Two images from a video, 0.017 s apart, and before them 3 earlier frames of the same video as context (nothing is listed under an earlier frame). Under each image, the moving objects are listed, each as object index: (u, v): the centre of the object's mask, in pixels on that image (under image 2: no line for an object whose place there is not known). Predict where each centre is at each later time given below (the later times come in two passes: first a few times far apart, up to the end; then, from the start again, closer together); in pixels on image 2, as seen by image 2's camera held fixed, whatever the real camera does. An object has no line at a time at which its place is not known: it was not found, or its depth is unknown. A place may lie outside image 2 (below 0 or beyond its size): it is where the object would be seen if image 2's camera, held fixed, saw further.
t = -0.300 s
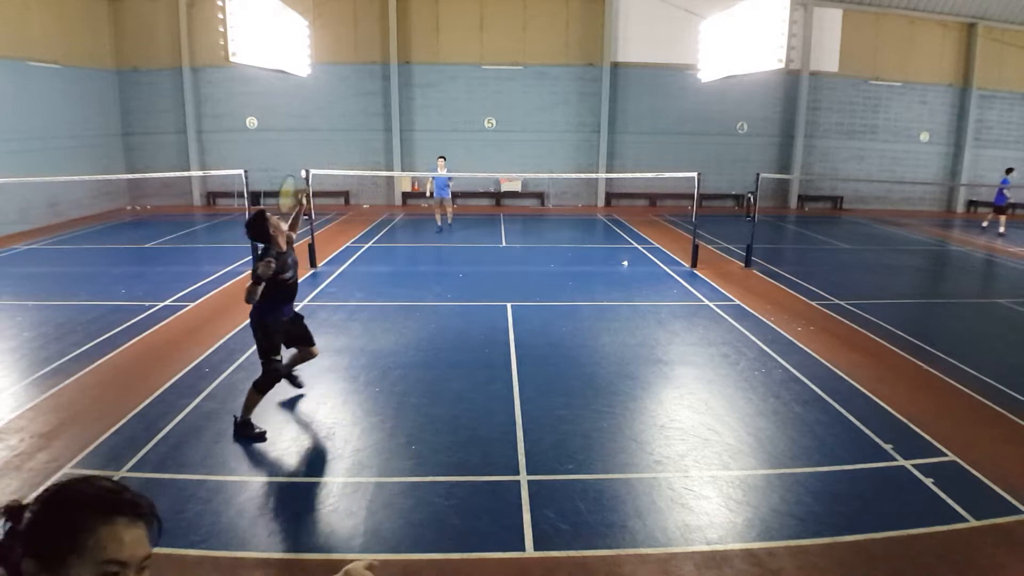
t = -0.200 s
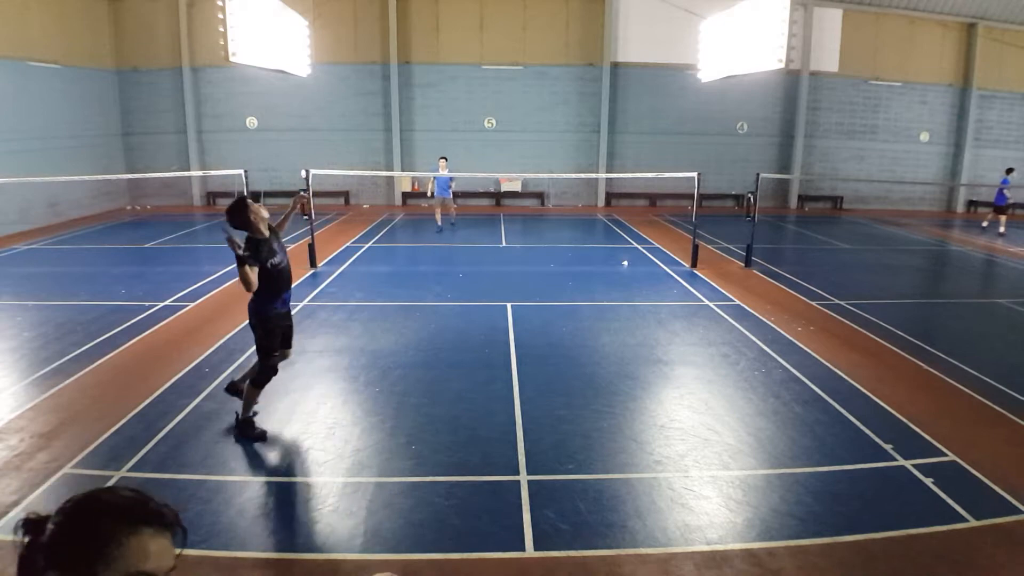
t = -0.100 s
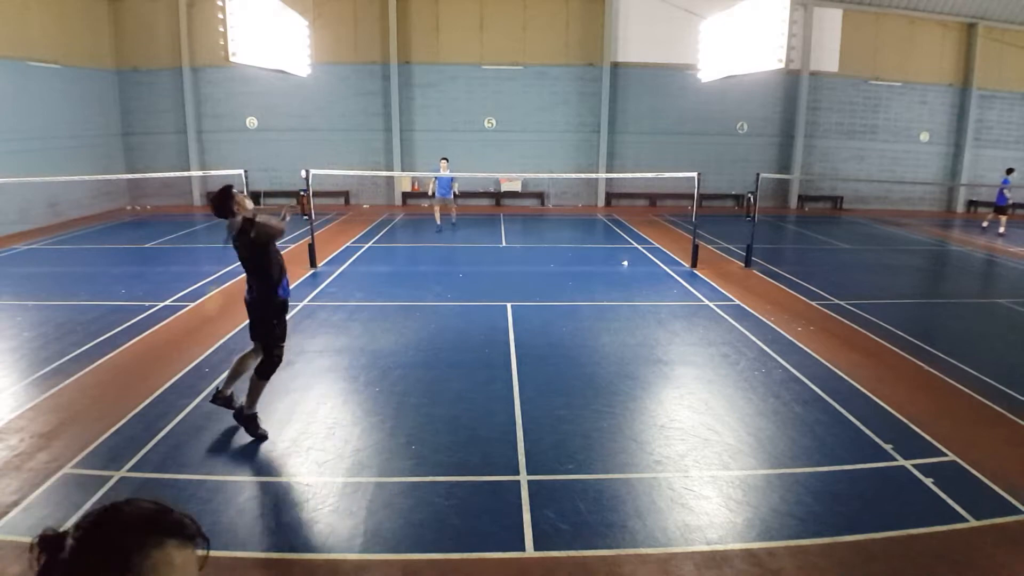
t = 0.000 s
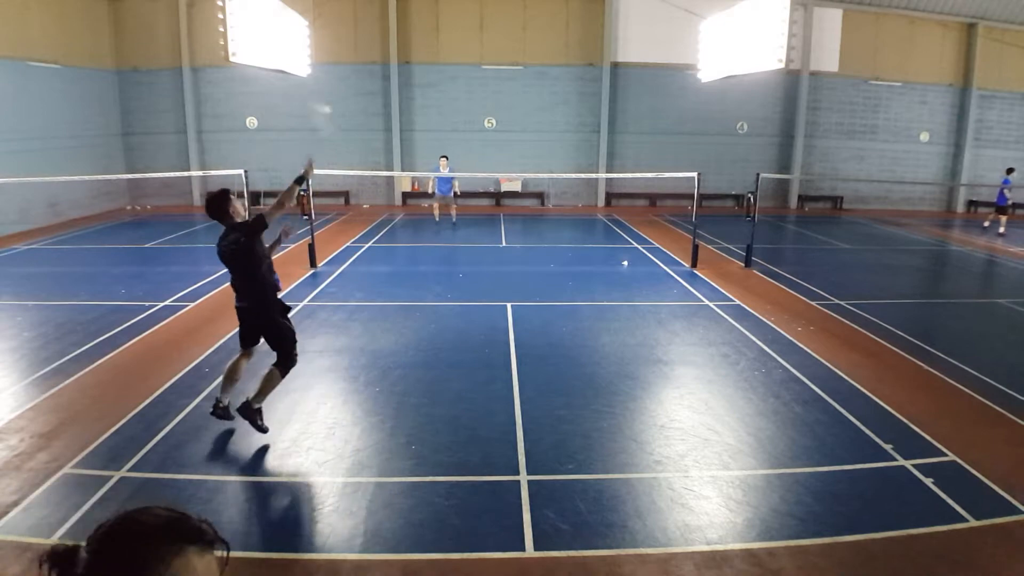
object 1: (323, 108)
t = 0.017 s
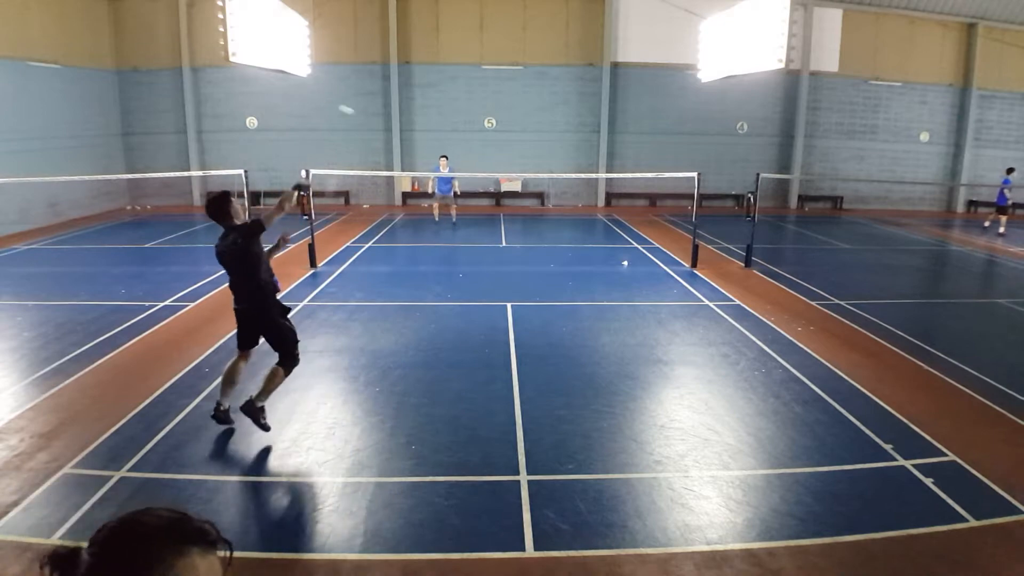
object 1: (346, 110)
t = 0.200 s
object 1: (412, 142)
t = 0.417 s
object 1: (428, 161)
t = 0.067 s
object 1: (381, 125)
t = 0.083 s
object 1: (388, 127)
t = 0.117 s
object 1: (397, 133)
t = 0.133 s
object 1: (402, 135)
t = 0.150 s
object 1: (405, 136)
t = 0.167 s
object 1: (407, 138)
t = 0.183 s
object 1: (410, 140)
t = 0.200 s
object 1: (412, 142)
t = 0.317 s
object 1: (423, 152)
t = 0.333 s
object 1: (424, 154)
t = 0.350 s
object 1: (425, 156)
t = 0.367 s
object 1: (426, 157)
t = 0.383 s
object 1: (427, 159)
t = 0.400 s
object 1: (428, 161)
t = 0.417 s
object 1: (428, 161)
